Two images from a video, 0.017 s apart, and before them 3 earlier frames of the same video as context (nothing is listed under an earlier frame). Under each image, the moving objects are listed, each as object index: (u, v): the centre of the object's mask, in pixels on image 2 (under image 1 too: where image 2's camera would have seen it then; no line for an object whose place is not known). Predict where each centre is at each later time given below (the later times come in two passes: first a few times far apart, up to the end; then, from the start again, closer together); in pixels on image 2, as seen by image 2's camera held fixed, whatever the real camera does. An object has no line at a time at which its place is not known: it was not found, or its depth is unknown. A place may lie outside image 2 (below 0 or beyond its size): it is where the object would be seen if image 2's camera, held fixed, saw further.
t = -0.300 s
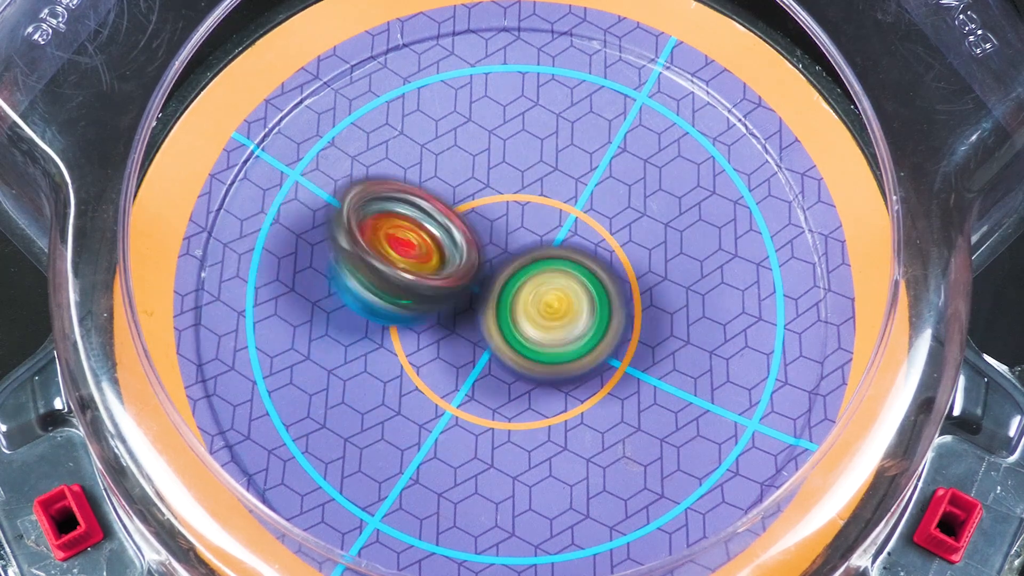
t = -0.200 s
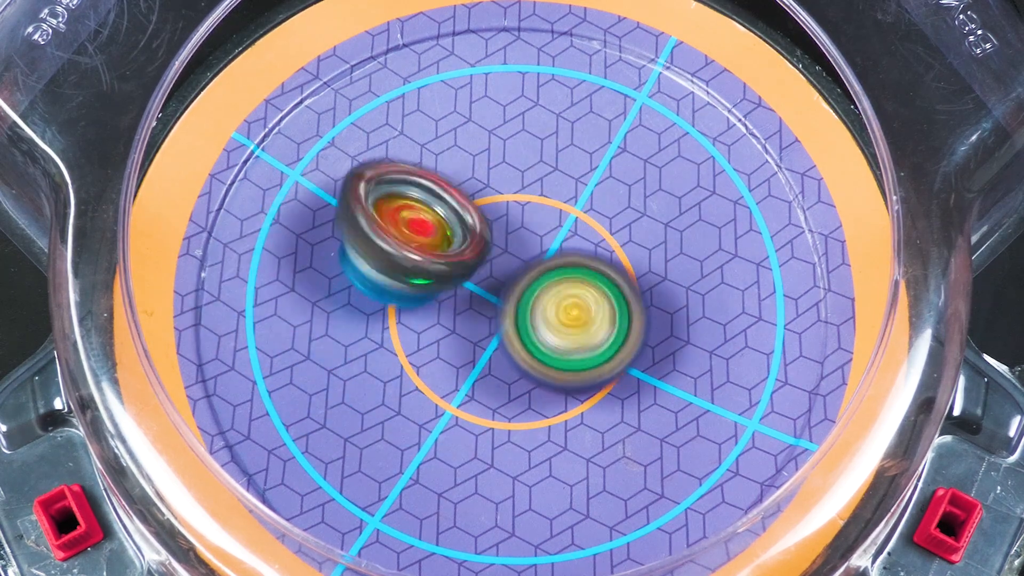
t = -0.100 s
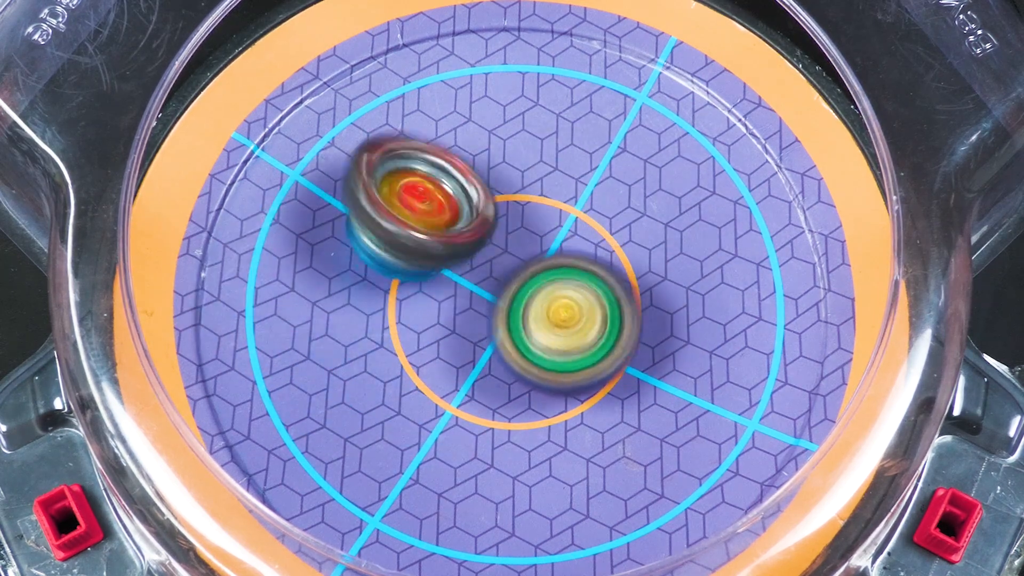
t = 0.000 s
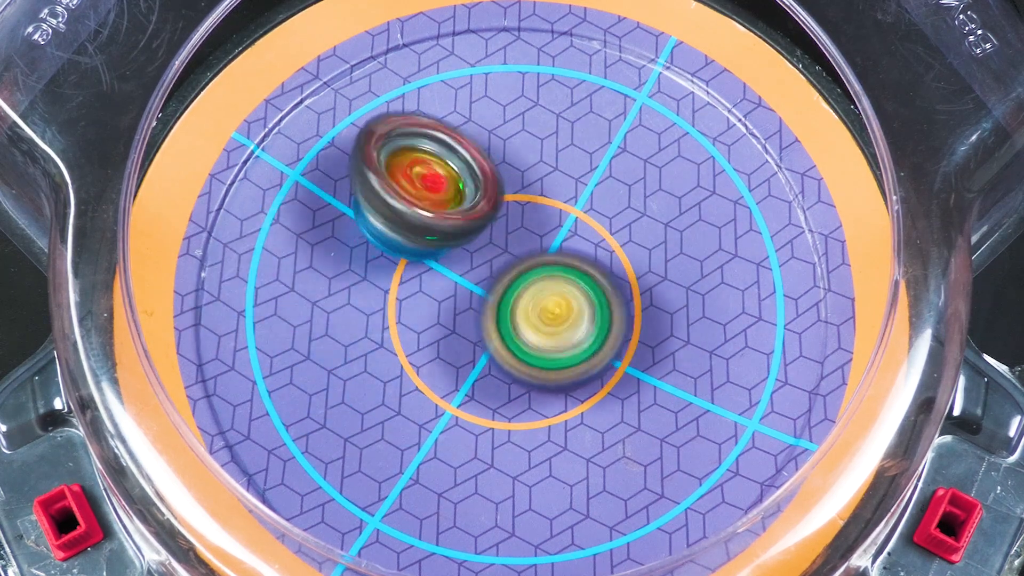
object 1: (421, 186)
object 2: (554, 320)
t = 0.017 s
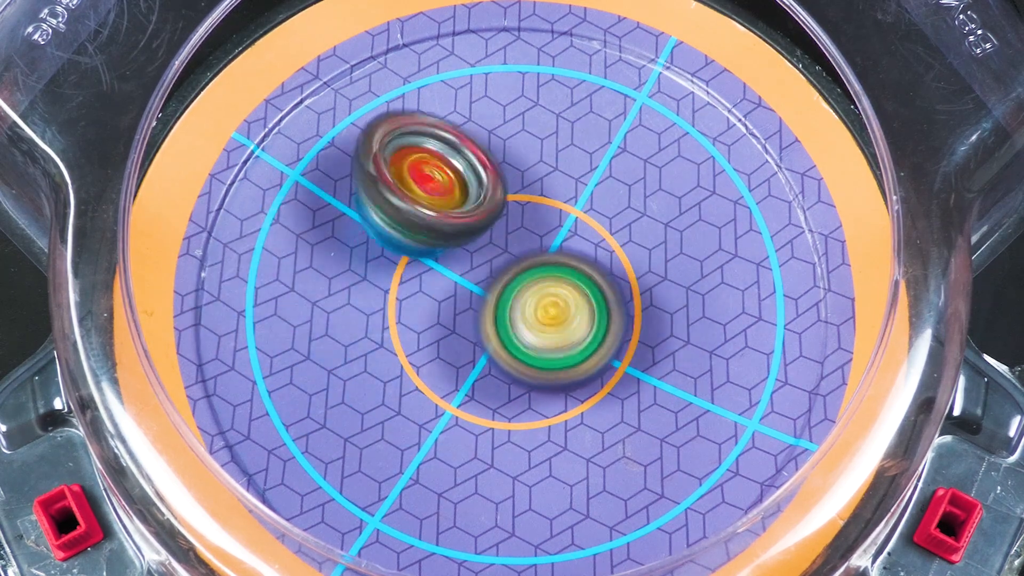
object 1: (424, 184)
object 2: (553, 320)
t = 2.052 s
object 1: (562, 191)
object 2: (600, 398)
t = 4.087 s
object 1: (521, 208)
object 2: (543, 365)
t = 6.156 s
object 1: (467, 211)
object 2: (589, 332)
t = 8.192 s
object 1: (524, 232)
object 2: (522, 378)
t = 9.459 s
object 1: (547, 216)
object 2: (515, 363)
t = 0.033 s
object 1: (425, 181)
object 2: (551, 319)
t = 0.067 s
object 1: (432, 180)
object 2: (547, 318)
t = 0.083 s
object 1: (433, 177)
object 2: (545, 317)
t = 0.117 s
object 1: (440, 178)
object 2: (541, 315)
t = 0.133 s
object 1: (444, 178)
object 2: (539, 313)
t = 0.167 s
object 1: (452, 182)
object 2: (537, 313)
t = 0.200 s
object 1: (450, 176)
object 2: (542, 322)
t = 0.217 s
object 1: (449, 171)
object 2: (543, 324)
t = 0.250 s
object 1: (449, 169)
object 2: (542, 326)
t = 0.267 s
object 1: (450, 166)
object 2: (542, 327)
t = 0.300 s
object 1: (454, 167)
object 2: (540, 327)
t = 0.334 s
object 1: (458, 170)
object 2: (539, 327)
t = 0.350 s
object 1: (462, 173)
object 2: (538, 327)
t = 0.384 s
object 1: (467, 180)
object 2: (536, 326)
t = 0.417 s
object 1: (469, 181)
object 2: (538, 330)
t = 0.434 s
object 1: (470, 185)
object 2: (538, 331)
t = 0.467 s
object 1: (471, 186)
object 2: (538, 333)
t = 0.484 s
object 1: (473, 189)
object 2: (539, 335)
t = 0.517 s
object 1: (472, 188)
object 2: (538, 338)
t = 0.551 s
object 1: (475, 194)
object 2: (538, 339)
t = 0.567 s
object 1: (478, 191)
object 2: (538, 340)
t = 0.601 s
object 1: (481, 196)
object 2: (540, 344)
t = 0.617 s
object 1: (484, 189)
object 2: (541, 346)
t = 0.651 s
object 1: (491, 194)
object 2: (540, 350)
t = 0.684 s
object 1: (498, 189)
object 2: (541, 351)
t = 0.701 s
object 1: (499, 194)
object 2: (540, 352)
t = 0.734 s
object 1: (507, 188)
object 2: (540, 353)
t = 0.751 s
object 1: (510, 194)
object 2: (540, 353)
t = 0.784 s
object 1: (516, 190)
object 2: (539, 354)
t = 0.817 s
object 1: (525, 196)
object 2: (540, 354)
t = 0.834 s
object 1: (526, 189)
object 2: (540, 357)
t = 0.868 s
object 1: (531, 185)
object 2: (540, 360)
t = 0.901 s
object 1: (533, 181)
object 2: (540, 360)
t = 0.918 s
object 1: (533, 183)
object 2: (540, 360)
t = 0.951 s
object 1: (531, 185)
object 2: (540, 359)
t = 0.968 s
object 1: (531, 189)
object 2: (539, 358)
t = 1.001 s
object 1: (530, 193)
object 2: (540, 357)
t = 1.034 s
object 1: (529, 200)
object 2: (540, 356)
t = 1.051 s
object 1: (529, 201)
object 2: (540, 355)
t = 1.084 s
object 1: (526, 204)
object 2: (540, 355)
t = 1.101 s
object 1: (525, 205)
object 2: (541, 354)
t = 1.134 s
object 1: (517, 204)
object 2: (542, 354)
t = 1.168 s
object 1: (513, 203)
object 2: (544, 353)
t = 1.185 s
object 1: (509, 204)
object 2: (545, 353)
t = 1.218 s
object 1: (504, 202)
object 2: (550, 352)
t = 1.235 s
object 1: (498, 199)
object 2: (551, 355)
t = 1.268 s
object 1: (494, 194)
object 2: (555, 355)
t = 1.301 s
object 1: (488, 193)
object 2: (556, 353)
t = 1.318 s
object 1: (488, 194)
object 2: (557, 352)
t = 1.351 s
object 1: (484, 196)
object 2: (558, 350)
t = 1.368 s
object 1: (485, 200)
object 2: (558, 349)
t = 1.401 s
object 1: (484, 204)
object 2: (559, 347)
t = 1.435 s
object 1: (483, 205)
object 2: (569, 352)
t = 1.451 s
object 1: (469, 193)
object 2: (582, 366)
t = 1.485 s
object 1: (449, 171)
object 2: (605, 388)
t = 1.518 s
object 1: (434, 151)
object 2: (618, 401)
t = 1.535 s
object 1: (429, 145)
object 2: (621, 406)
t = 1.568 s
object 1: (423, 131)
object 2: (625, 410)
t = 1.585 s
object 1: (422, 128)
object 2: (626, 411)
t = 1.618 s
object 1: (423, 124)
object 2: (625, 413)
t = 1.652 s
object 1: (427, 127)
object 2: (623, 414)
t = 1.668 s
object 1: (430, 131)
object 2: (622, 414)
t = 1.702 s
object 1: (435, 141)
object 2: (619, 413)
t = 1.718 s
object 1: (436, 148)
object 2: (619, 413)
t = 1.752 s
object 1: (440, 161)
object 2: (616, 411)
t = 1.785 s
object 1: (444, 172)
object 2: (613, 408)
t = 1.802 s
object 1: (450, 182)
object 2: (611, 405)
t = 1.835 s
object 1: (464, 192)
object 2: (607, 400)
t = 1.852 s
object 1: (473, 201)
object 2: (605, 398)
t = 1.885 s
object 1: (492, 210)
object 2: (601, 391)
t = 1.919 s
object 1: (515, 230)
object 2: (595, 384)
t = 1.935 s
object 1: (528, 232)
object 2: (593, 381)
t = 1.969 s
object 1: (548, 219)
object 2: (598, 390)
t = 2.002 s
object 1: (550, 204)
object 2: (602, 400)
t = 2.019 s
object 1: (554, 198)
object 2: (602, 401)
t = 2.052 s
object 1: (562, 191)
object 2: (600, 398)
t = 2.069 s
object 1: (564, 191)
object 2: (597, 396)
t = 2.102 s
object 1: (565, 192)
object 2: (592, 389)
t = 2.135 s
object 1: (563, 194)
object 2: (586, 383)
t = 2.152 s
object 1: (563, 193)
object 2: (583, 379)
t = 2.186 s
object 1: (560, 195)
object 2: (577, 372)
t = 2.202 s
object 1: (558, 196)
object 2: (573, 368)
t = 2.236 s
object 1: (557, 198)
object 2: (566, 360)
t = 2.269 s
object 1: (557, 198)
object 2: (561, 354)
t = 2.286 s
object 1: (557, 192)
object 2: (559, 355)
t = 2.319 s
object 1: (548, 183)
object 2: (553, 354)
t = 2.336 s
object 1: (548, 179)
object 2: (550, 351)
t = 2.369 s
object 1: (546, 175)
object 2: (544, 344)
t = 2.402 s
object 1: (544, 175)
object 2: (537, 337)
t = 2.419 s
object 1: (543, 175)
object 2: (534, 333)
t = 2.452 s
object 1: (540, 178)
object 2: (528, 326)
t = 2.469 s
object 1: (538, 178)
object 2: (525, 323)
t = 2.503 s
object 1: (533, 175)
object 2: (520, 323)
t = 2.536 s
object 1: (529, 170)
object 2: (516, 323)
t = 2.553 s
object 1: (527, 170)
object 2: (512, 322)
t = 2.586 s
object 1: (524, 170)
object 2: (505, 318)
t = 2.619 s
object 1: (523, 169)
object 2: (499, 315)
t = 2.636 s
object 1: (522, 170)
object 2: (496, 314)
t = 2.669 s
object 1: (523, 169)
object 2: (490, 311)
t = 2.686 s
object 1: (524, 170)
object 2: (487, 310)
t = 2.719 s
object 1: (526, 166)
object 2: (482, 313)
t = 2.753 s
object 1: (527, 163)
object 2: (477, 313)
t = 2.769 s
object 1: (528, 163)
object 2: (473, 314)
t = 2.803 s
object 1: (528, 166)
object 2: (467, 313)
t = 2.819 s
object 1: (528, 168)
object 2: (465, 313)
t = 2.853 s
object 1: (526, 173)
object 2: (460, 317)
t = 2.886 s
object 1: (524, 174)
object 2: (456, 320)
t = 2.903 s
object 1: (524, 175)
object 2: (454, 321)
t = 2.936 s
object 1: (521, 178)
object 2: (450, 323)
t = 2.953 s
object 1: (519, 179)
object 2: (448, 325)
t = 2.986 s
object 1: (515, 181)
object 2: (445, 327)
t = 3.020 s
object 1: (511, 182)
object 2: (443, 329)
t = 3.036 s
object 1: (510, 183)
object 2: (441, 330)
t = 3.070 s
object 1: (508, 183)
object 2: (439, 332)
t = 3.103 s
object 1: (506, 184)
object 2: (438, 334)
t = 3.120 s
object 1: (506, 184)
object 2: (437, 335)
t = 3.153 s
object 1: (506, 187)
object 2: (438, 336)
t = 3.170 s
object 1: (506, 189)
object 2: (438, 337)
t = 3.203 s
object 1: (507, 193)
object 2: (439, 337)
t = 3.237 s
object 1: (509, 195)
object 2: (441, 339)
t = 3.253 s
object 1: (509, 197)
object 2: (442, 340)
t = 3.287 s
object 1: (508, 201)
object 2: (444, 340)
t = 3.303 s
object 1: (509, 201)
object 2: (446, 341)
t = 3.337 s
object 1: (509, 204)
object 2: (449, 342)
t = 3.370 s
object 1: (507, 206)
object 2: (453, 341)
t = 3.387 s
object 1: (506, 208)
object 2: (457, 341)
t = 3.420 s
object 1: (509, 199)
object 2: (456, 353)
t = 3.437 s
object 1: (512, 192)
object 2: (456, 359)
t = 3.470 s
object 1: (515, 185)
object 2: (460, 365)
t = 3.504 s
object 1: (520, 181)
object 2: (462, 367)
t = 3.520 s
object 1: (520, 181)
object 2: (464, 368)
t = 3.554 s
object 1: (524, 181)
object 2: (467, 369)
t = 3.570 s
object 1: (525, 182)
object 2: (469, 370)
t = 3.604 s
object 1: (526, 184)
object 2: (473, 369)
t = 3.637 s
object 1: (530, 186)
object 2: (478, 370)
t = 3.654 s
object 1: (533, 189)
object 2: (480, 370)
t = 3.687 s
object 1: (537, 196)
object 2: (484, 369)
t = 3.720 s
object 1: (539, 204)
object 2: (490, 367)
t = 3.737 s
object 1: (540, 209)
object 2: (492, 366)
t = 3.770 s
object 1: (539, 215)
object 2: (496, 368)
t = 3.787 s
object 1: (540, 211)
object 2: (500, 372)
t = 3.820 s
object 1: (541, 207)
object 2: (505, 376)
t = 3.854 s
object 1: (544, 208)
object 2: (509, 374)
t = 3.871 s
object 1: (543, 210)
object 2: (512, 374)
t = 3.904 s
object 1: (542, 212)
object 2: (516, 370)
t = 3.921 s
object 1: (541, 214)
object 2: (519, 368)
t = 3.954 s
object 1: (536, 208)
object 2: (524, 372)
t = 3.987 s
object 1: (535, 205)
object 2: (530, 372)
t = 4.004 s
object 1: (533, 207)
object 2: (532, 371)
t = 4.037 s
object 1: (527, 208)
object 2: (536, 369)
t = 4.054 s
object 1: (525, 208)
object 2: (539, 368)
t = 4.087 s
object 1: (521, 208)
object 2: (543, 365)
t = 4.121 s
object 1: (519, 204)
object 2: (547, 361)
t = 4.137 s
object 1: (519, 203)
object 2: (548, 359)
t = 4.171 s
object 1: (519, 203)
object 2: (551, 354)
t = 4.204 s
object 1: (518, 198)
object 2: (555, 353)
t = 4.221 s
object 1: (517, 196)
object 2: (557, 351)
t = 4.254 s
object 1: (513, 195)
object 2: (561, 347)
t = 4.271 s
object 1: (514, 194)
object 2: (561, 344)
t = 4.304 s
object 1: (514, 195)
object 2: (563, 338)
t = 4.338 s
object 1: (509, 193)
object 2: (567, 340)
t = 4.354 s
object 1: (503, 181)
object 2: (573, 349)
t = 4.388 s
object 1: (490, 162)
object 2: (582, 364)
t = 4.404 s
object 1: (481, 157)
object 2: (586, 366)
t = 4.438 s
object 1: (468, 148)
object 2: (588, 369)
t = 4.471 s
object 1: (456, 146)
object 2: (588, 367)
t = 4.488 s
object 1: (451, 146)
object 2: (588, 367)
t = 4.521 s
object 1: (440, 149)
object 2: (586, 364)
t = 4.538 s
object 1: (436, 150)
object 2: (585, 364)
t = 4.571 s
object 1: (430, 153)
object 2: (582, 360)
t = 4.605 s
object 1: (425, 158)
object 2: (580, 358)
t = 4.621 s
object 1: (424, 160)
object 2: (578, 355)
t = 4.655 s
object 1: (427, 165)
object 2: (575, 352)
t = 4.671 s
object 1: (430, 167)
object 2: (573, 349)
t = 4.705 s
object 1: (438, 173)
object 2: (569, 345)
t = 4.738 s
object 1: (450, 183)
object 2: (563, 340)
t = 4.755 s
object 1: (454, 188)
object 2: (561, 339)
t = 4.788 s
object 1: (462, 202)
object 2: (557, 334)
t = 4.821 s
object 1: (454, 214)
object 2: (566, 339)
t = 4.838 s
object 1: (447, 210)
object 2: (570, 342)
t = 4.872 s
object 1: (443, 216)
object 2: (576, 344)
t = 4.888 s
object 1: (438, 222)
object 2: (575, 342)
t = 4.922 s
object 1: (431, 227)
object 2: (574, 343)
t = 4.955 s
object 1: (429, 233)
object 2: (571, 342)
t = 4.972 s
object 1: (428, 233)
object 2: (571, 343)
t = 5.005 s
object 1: (431, 235)
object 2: (568, 341)
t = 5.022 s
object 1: (431, 237)
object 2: (567, 341)
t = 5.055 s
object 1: (435, 243)
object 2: (565, 338)
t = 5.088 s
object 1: (438, 249)
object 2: (563, 337)
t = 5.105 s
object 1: (438, 251)
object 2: (563, 336)
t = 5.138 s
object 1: (423, 245)
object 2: (578, 342)
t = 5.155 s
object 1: (416, 245)
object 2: (584, 343)
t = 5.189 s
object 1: (408, 244)
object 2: (590, 343)
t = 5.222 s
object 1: (403, 247)
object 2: (593, 344)
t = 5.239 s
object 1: (403, 249)
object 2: (593, 344)
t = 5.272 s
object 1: (403, 251)
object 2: (593, 345)
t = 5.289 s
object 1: (403, 255)
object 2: (594, 344)
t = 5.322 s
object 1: (403, 258)
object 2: (593, 343)
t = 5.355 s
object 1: (406, 259)
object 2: (593, 342)
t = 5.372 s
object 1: (408, 260)
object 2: (593, 342)
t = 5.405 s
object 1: (412, 259)
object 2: (592, 341)
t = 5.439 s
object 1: (420, 259)
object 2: (590, 339)
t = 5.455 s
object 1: (425, 260)
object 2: (589, 337)
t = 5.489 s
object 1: (433, 264)
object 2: (586, 335)
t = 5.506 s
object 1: (437, 267)
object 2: (586, 334)
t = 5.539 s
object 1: (422, 264)
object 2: (600, 336)
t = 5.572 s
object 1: (411, 256)
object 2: (611, 337)
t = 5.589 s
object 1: (407, 251)
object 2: (612, 336)
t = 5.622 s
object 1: (405, 245)
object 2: (614, 335)
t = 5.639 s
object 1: (407, 243)
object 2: (613, 334)
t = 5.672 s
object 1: (411, 236)
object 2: (611, 335)
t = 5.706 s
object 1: (419, 236)
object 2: (608, 333)
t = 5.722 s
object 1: (424, 233)
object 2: (606, 333)
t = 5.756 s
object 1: (434, 231)
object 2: (604, 332)
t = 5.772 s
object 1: (439, 233)
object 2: (601, 331)
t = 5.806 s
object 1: (449, 230)
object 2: (597, 331)
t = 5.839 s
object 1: (463, 231)
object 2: (592, 328)
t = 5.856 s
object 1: (468, 229)
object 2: (590, 329)
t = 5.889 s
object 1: (474, 219)
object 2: (597, 330)
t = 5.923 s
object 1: (475, 218)
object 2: (603, 332)
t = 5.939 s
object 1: (475, 218)
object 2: (603, 331)
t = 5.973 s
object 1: (474, 221)
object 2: (597, 329)
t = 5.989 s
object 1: (475, 221)
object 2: (597, 331)
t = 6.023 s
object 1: (472, 215)
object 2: (597, 332)
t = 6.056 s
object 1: (473, 210)
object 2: (600, 334)
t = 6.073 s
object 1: (471, 209)
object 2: (599, 333)
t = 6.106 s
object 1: (466, 211)
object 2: (594, 332)
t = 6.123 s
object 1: (467, 211)
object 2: (592, 333)
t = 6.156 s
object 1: (467, 211)
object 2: (589, 332)
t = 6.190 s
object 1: (467, 212)
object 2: (584, 333)
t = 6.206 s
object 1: (468, 213)
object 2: (582, 334)
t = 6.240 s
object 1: (467, 214)
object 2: (579, 332)
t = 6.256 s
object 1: (467, 214)
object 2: (576, 332)
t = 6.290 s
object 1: (470, 214)
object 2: (572, 332)
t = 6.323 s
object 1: (473, 212)
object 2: (566, 333)
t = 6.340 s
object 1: (474, 213)
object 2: (564, 334)
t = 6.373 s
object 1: (479, 214)
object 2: (560, 333)
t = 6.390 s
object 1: (480, 213)
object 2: (560, 334)
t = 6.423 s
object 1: (476, 204)
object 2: (564, 340)
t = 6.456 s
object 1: (469, 193)
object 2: (563, 342)
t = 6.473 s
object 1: (465, 189)
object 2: (562, 344)
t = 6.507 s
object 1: (456, 180)
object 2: (560, 347)
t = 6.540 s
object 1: (452, 175)
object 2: (556, 349)
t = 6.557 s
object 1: (449, 174)
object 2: (557, 351)
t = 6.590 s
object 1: (451, 171)
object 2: (555, 353)
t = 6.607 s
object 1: (452, 171)
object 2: (554, 354)
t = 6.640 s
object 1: (455, 176)
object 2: (553, 357)
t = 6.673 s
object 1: (462, 179)
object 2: (551, 358)
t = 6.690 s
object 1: (465, 184)
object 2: (550, 360)
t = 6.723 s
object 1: (470, 191)
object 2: (549, 360)
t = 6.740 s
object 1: (473, 195)
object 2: (548, 360)
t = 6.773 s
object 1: (477, 205)
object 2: (548, 362)
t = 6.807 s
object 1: (483, 209)
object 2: (546, 360)
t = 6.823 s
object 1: (488, 212)
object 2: (545, 360)
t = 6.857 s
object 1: (491, 208)
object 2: (549, 366)
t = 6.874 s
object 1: (494, 197)
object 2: (554, 370)
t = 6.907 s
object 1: (501, 196)
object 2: (559, 377)
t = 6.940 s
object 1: (492, 195)
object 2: (562, 376)
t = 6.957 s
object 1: (495, 191)
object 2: (561, 374)
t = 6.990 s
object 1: (503, 188)
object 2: (557, 374)
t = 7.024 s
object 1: (507, 194)
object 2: (558, 372)
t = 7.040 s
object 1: (505, 197)
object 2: (558, 371)
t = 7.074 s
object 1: (505, 204)
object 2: (556, 369)
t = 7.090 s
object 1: (504, 208)
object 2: (556, 368)
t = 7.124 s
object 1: (504, 213)
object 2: (553, 366)
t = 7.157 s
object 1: (500, 217)
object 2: (551, 364)
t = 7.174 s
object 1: (500, 220)
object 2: (551, 362)
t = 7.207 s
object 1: (498, 223)
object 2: (548, 359)
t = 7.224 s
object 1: (499, 223)
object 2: (546, 358)
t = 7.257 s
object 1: (494, 216)
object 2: (551, 365)
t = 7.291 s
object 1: (484, 200)
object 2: (553, 369)
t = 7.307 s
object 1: (476, 197)
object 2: (553, 370)
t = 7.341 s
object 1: (466, 183)
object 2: (552, 369)
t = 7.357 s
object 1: (460, 178)
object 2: (552, 370)
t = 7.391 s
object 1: (455, 170)
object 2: (547, 369)
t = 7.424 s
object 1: (457, 168)
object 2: (542, 369)
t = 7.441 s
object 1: (458, 165)
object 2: (541, 369)
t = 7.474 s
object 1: (459, 165)
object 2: (540, 369)
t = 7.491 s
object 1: (459, 167)
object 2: (538, 368)
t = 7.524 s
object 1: (458, 177)
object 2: (534, 366)
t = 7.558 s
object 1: (456, 183)
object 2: (531, 366)
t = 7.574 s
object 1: (459, 185)
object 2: (530, 365)
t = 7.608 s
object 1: (465, 190)
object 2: (526, 364)
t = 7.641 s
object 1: (478, 199)
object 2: (523, 364)
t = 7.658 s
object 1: (482, 204)
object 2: (522, 363)
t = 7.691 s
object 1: (491, 214)
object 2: (521, 363)
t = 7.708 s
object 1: (496, 216)
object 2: (520, 364)
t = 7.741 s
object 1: (502, 220)
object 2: (521, 363)
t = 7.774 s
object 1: (502, 212)
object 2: (527, 375)
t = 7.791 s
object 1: (505, 210)
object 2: (526, 379)
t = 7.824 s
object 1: (506, 205)
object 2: (525, 384)
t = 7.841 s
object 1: (506, 204)
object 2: (525, 386)
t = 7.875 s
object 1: (509, 204)
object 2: (525, 387)
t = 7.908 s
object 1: (510, 212)
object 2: (524, 387)
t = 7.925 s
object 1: (510, 216)
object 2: (524, 387)
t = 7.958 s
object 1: (502, 224)
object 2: (521, 386)
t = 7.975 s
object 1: (498, 226)
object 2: (519, 387)
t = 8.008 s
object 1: (493, 226)
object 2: (518, 387)
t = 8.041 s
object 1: (493, 227)
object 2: (519, 386)
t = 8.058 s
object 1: (497, 226)
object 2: (521, 384)
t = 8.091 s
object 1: (507, 231)
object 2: (519, 382)
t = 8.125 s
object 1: (512, 234)
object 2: (519, 382)
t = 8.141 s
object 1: (513, 235)
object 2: (519, 383)
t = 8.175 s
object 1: (519, 233)
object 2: (521, 380)
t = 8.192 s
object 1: (524, 232)
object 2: (522, 378)
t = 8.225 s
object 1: (531, 231)
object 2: (519, 375)
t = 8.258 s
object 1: (536, 219)
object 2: (515, 377)
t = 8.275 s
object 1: (536, 213)
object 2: (515, 376)
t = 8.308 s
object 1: (538, 204)
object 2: (514, 376)
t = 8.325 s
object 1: (538, 200)
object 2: (513, 375)
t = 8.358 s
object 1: (536, 191)
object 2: (511, 371)
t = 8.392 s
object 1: (532, 188)
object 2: (506, 369)
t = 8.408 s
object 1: (530, 190)
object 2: (504, 370)
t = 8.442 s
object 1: (524, 192)
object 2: (502, 370)
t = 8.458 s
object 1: (523, 191)
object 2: (500, 369)
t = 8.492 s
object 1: (530, 185)
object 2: (498, 368)
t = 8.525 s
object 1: (542, 185)
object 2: (496, 367)
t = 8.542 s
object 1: (548, 186)
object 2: (496, 368)
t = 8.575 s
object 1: (556, 193)
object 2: (494, 365)
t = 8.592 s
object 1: (561, 197)
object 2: (492, 363)
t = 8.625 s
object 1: (567, 210)
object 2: (488, 363)
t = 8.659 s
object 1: (554, 225)
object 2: (485, 363)
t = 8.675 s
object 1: (545, 226)
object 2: (484, 362)
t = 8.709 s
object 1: (537, 222)
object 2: (482, 363)
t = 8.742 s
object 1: (541, 208)
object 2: (484, 374)
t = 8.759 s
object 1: (544, 206)
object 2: (486, 377)
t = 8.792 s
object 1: (552, 207)
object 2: (486, 380)
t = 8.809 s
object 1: (555, 210)
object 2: (486, 380)
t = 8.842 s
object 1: (548, 226)
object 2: (483, 381)
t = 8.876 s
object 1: (524, 232)
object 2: (482, 379)
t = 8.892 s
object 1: (518, 225)
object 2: (481, 378)
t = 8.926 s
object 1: (520, 223)
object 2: (480, 374)
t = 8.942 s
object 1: (522, 225)
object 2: (481, 374)
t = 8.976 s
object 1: (527, 229)
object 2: (486, 370)
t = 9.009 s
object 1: (532, 234)
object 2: (491, 378)
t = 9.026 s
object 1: (532, 231)
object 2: (493, 388)
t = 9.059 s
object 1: (527, 226)
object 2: (502, 398)
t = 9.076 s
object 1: (523, 225)
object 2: (505, 400)
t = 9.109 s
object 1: (517, 220)
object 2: (511, 400)
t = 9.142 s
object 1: (517, 212)
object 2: (511, 399)
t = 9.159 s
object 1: (523, 209)
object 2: (511, 398)
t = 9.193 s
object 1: (537, 206)
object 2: (509, 396)
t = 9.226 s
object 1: (551, 207)
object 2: (511, 391)
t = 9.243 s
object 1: (557, 207)
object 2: (512, 388)
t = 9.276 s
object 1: (566, 214)
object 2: (515, 384)
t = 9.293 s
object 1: (567, 221)
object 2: (517, 379)
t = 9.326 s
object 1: (554, 228)
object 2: (518, 374)
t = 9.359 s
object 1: (537, 220)
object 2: (519, 373)
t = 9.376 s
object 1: (536, 215)
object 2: (519, 371)
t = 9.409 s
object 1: (539, 211)
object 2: (520, 368)
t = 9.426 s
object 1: (542, 212)
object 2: (520, 366)
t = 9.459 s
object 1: (547, 216)
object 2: (515, 363)
